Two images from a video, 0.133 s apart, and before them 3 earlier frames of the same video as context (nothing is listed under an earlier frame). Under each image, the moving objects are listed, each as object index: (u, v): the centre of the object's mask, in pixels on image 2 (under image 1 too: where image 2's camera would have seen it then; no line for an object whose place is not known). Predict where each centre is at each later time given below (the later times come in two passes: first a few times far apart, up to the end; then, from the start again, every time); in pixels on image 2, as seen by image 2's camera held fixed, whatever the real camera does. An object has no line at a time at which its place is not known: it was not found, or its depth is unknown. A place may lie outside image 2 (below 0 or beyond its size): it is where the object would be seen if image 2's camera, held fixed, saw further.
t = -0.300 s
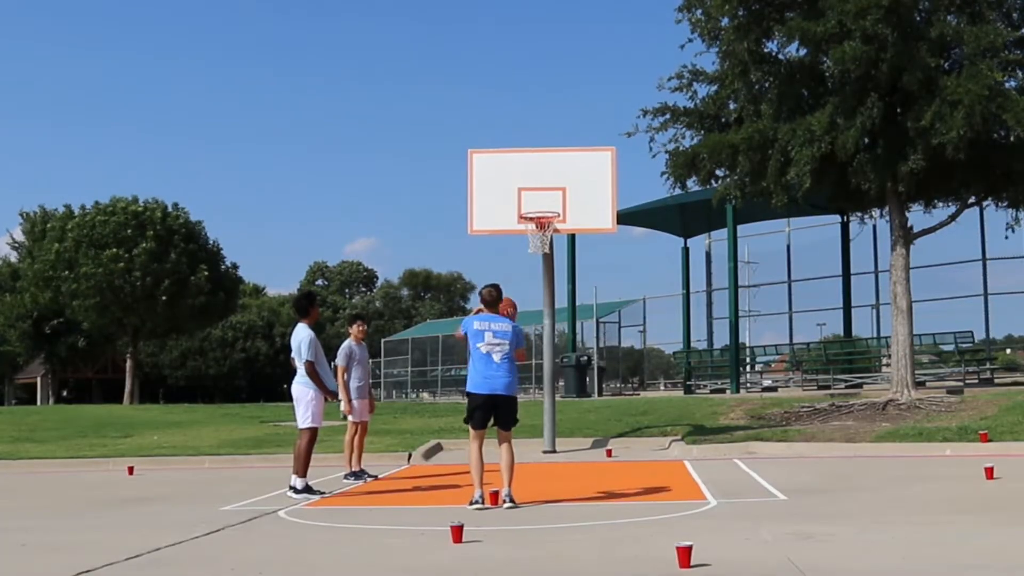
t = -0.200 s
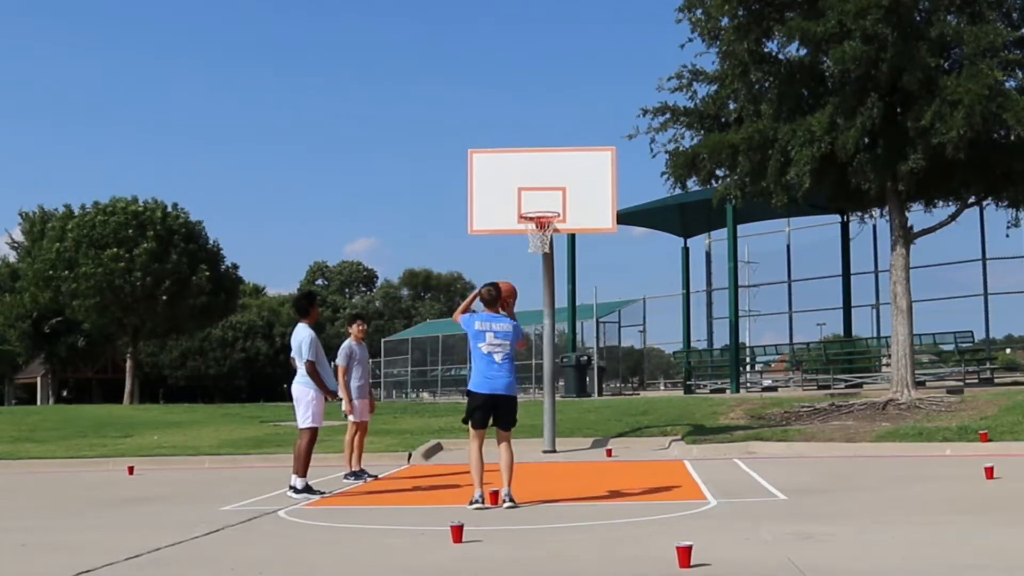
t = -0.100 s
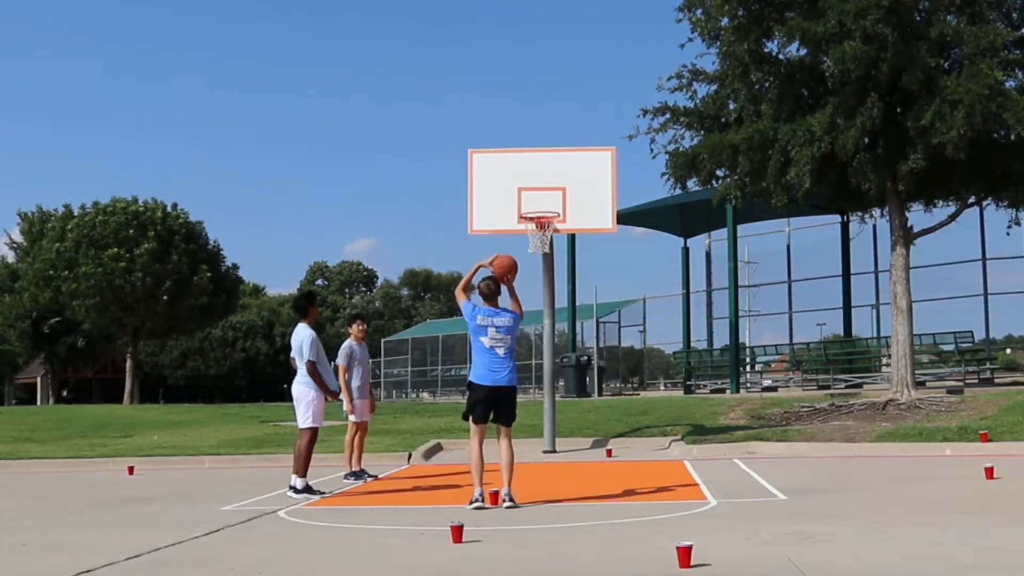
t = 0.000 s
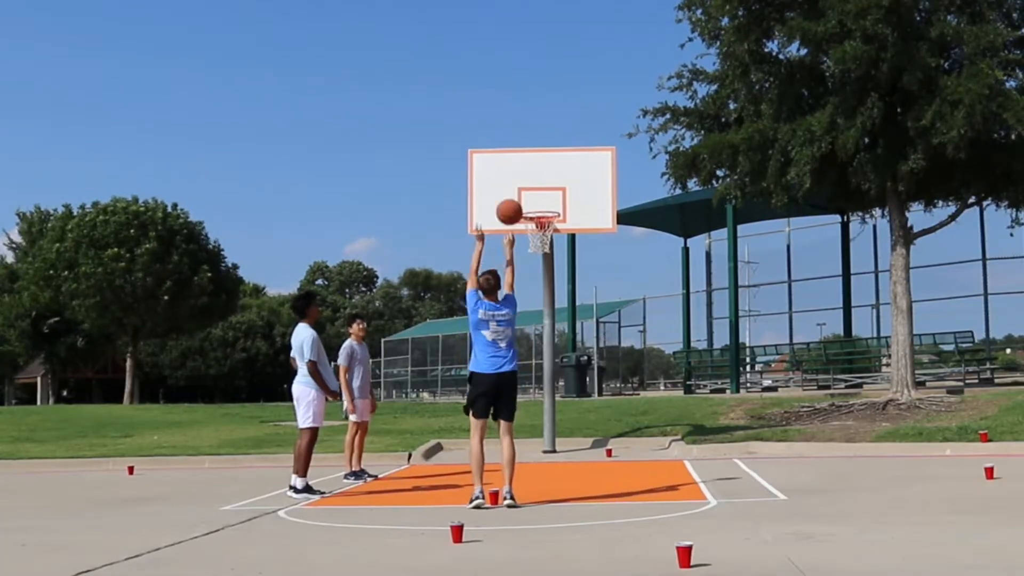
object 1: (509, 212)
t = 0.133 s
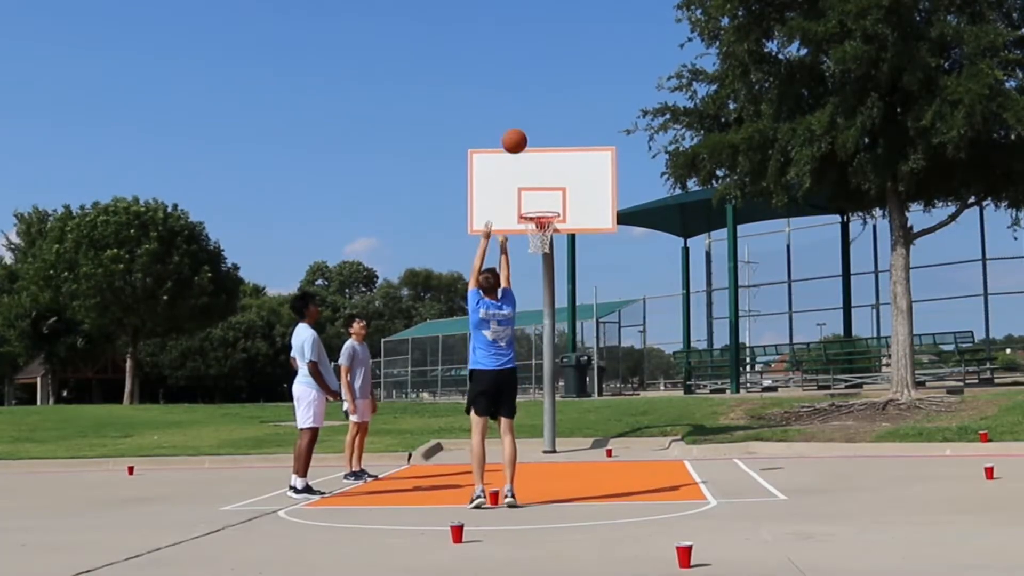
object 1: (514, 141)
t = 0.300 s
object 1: (520, 86)
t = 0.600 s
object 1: (530, 64)
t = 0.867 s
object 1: (536, 110)
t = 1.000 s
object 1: (539, 152)
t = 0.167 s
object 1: (515, 127)
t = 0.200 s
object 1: (517, 115)
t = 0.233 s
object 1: (518, 104)
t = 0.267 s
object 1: (519, 95)
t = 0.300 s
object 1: (520, 86)
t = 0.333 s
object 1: (521, 80)
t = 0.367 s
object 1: (522, 74)
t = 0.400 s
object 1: (524, 69)
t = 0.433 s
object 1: (524, 66)
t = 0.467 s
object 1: (526, 63)
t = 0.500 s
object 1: (526, 62)
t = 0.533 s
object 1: (527, 62)
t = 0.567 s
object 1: (529, 63)
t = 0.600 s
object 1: (530, 64)
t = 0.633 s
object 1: (530, 67)
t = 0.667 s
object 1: (531, 70)
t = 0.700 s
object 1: (532, 75)
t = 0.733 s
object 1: (533, 80)
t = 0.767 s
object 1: (534, 86)
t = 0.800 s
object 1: (535, 93)
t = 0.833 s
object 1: (535, 101)
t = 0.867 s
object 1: (536, 110)
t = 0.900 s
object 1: (537, 119)
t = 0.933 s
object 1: (538, 129)
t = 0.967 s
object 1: (539, 141)
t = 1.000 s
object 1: (539, 152)
